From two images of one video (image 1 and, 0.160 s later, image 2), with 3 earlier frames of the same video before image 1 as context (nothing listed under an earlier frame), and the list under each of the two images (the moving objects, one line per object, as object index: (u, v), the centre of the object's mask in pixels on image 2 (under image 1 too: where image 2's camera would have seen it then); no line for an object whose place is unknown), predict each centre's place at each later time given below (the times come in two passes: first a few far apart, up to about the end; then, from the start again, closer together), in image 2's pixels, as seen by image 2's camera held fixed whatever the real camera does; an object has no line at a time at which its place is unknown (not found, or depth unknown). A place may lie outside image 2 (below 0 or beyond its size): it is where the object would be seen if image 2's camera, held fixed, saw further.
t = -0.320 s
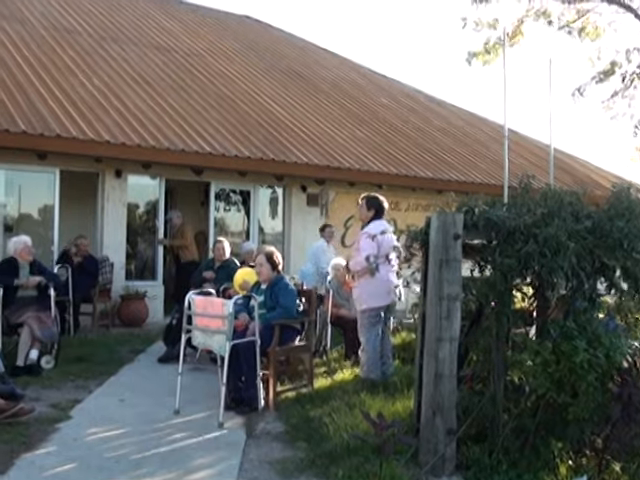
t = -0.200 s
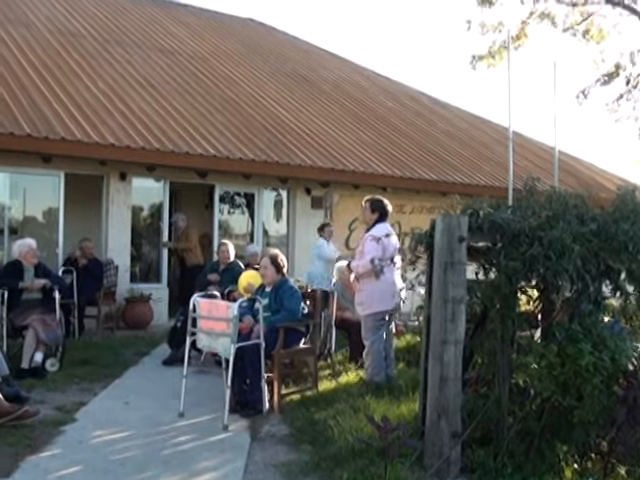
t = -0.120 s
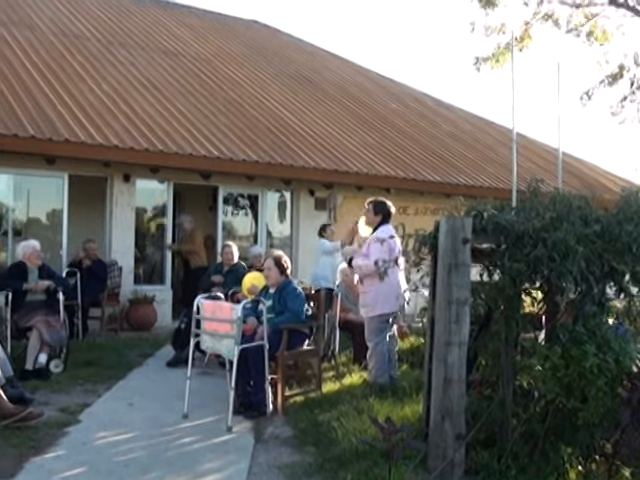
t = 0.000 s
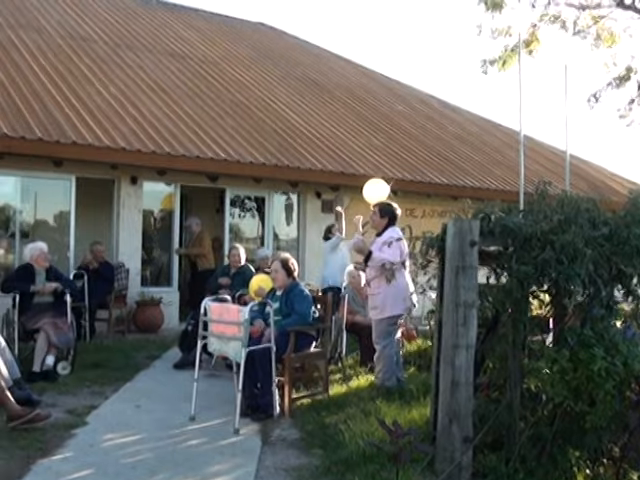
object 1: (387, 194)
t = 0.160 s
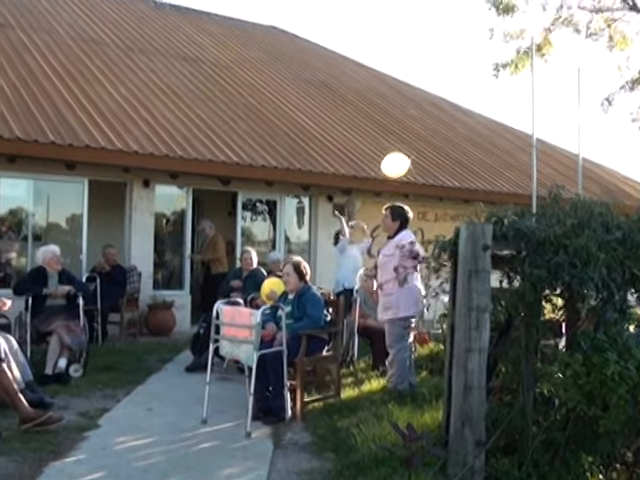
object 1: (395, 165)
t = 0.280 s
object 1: (406, 156)
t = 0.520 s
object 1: (429, 146)
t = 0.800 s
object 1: (454, 146)
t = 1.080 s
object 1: (482, 155)
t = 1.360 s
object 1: (511, 171)
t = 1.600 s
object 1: (533, 189)
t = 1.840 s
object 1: (550, 210)
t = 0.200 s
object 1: (398, 161)
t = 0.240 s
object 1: (402, 158)
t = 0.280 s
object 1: (406, 156)
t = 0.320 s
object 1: (410, 153)
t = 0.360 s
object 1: (414, 151)
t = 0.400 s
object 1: (418, 149)
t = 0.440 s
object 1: (422, 148)
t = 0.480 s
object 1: (426, 147)
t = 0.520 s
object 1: (429, 146)
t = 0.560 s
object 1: (433, 145)
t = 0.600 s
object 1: (436, 145)
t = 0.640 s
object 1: (440, 144)
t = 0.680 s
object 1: (443, 145)
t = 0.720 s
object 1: (447, 145)
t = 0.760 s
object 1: (451, 145)
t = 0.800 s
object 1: (454, 146)
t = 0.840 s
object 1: (458, 147)
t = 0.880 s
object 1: (462, 148)
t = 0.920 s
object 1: (466, 149)
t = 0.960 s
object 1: (470, 150)
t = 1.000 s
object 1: (474, 152)
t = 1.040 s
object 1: (478, 154)
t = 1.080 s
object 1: (482, 155)
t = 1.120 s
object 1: (486, 157)
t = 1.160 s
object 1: (491, 159)
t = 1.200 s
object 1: (495, 161)
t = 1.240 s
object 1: (499, 164)
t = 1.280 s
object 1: (503, 166)
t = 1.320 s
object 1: (507, 169)
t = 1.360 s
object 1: (511, 171)
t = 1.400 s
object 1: (515, 174)
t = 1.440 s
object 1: (519, 177)
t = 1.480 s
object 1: (522, 180)
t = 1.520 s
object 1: (524, 183)
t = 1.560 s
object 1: (529, 186)
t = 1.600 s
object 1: (533, 189)
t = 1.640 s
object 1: (536, 193)
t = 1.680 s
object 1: (539, 196)
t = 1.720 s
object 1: (542, 199)
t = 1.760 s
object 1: (545, 203)
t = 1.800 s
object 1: (546, 206)
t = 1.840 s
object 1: (550, 210)
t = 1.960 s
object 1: (555, 220)
